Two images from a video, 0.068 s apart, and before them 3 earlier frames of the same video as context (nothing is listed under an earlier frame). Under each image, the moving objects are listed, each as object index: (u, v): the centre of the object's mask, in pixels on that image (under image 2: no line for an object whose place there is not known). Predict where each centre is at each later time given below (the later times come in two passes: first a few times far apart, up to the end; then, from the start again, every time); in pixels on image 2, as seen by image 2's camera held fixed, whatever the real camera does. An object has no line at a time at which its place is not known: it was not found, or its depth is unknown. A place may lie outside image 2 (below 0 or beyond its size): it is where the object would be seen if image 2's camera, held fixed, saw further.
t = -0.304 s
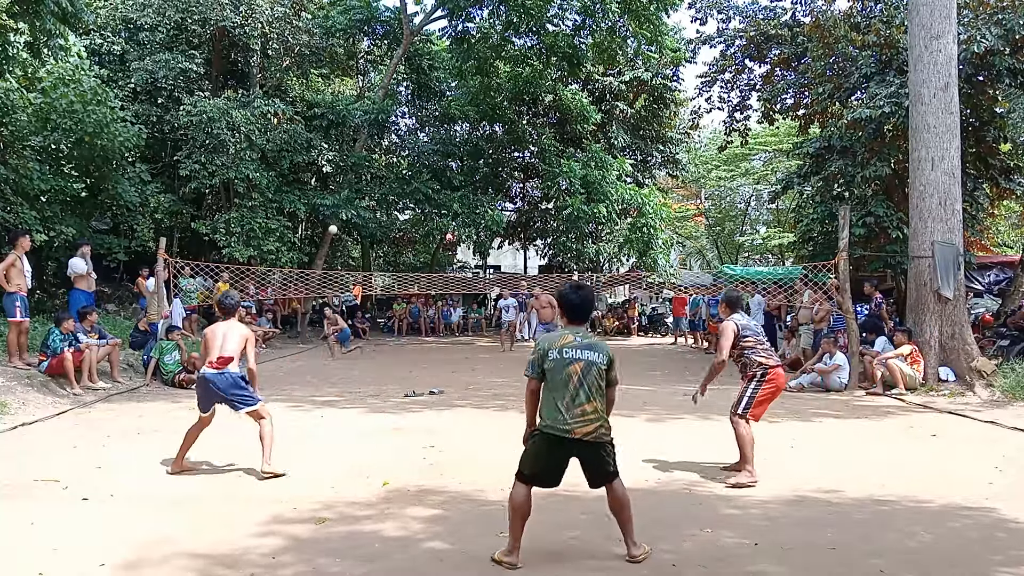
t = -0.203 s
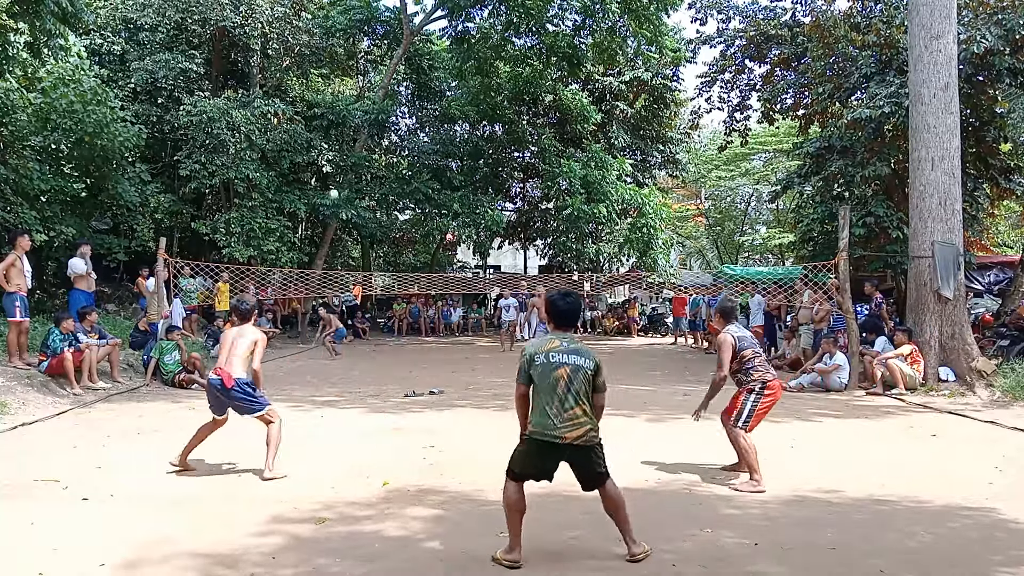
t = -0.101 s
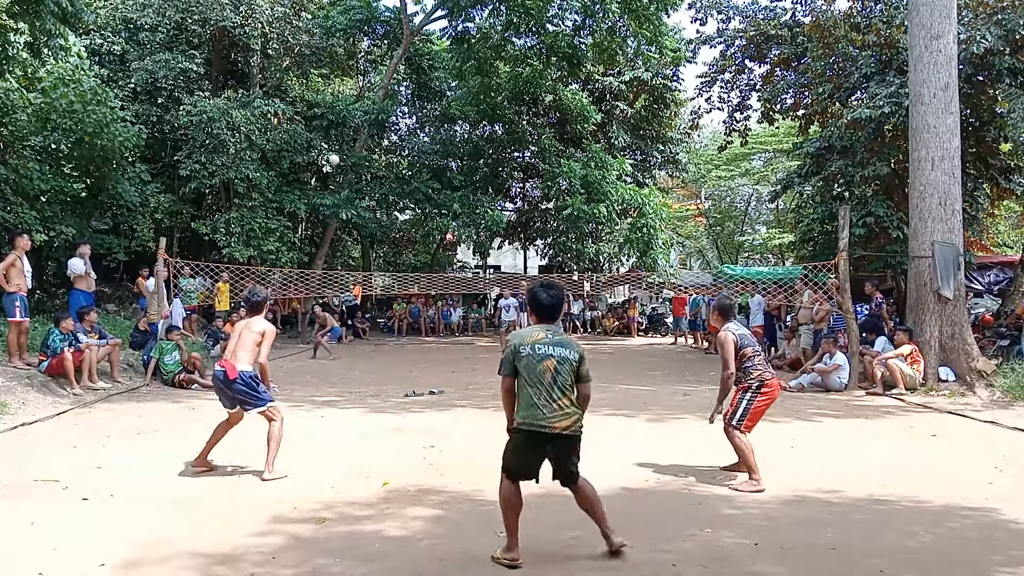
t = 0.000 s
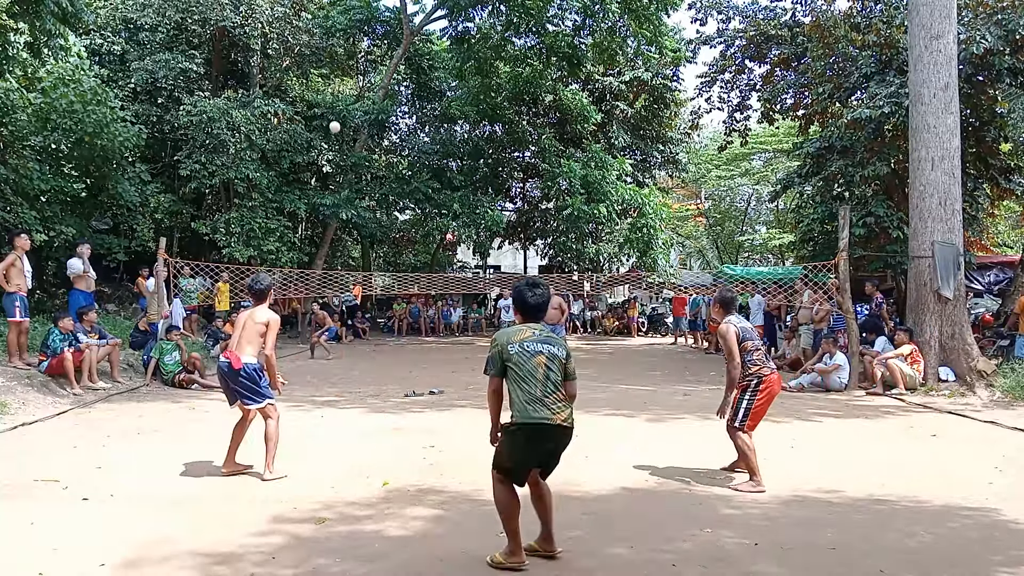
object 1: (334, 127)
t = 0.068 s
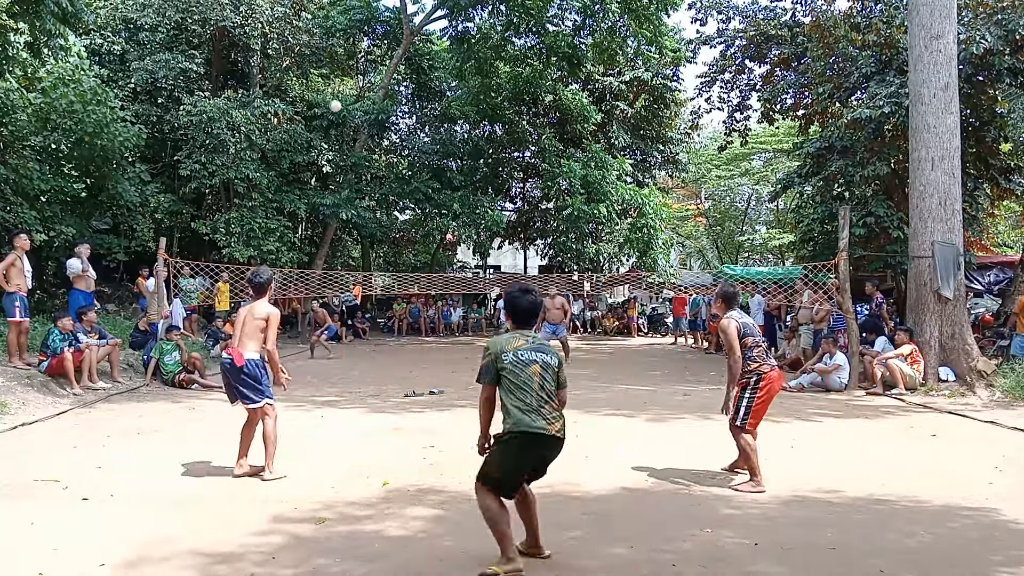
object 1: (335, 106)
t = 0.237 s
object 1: (336, 59)
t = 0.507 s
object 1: (342, 10)
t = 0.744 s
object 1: (352, 22)
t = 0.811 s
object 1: (356, 46)
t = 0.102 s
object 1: (336, 96)
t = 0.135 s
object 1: (336, 86)
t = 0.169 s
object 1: (335, 77)
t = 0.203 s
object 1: (336, 67)
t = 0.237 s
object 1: (336, 59)
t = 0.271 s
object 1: (337, 51)
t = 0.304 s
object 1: (338, 43)
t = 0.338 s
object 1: (338, 35)
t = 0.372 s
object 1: (339, 29)
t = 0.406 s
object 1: (339, 23)
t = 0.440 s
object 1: (340, 18)
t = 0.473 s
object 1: (341, 14)
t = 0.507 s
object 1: (342, 10)
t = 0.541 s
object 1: (343, 8)
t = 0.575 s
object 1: (344, 8)
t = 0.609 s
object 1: (345, 8)
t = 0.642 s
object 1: (347, 8)
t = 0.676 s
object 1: (348, 10)
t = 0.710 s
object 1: (350, 15)
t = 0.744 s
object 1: (352, 22)
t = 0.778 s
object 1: (354, 32)
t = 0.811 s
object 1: (356, 46)
